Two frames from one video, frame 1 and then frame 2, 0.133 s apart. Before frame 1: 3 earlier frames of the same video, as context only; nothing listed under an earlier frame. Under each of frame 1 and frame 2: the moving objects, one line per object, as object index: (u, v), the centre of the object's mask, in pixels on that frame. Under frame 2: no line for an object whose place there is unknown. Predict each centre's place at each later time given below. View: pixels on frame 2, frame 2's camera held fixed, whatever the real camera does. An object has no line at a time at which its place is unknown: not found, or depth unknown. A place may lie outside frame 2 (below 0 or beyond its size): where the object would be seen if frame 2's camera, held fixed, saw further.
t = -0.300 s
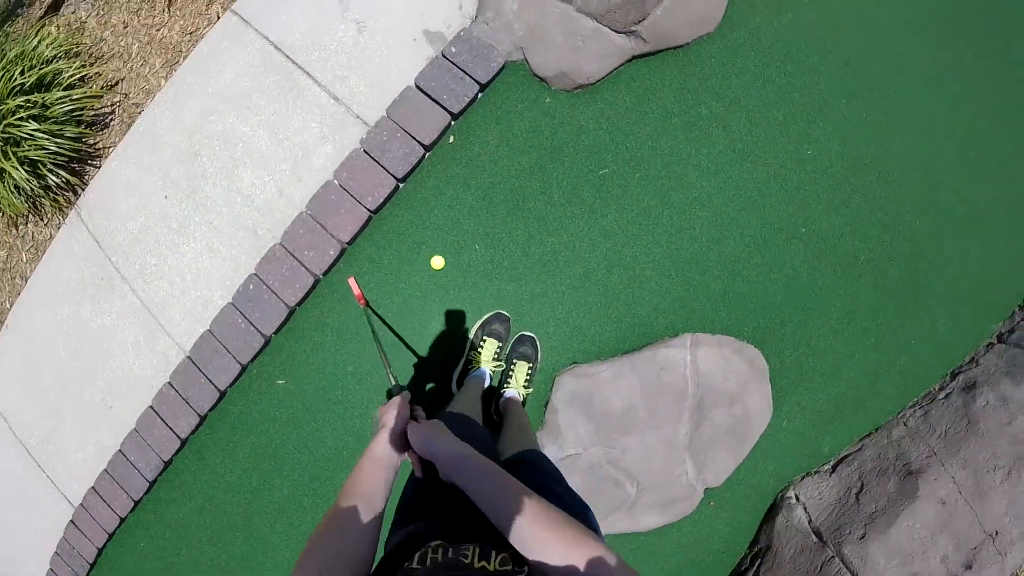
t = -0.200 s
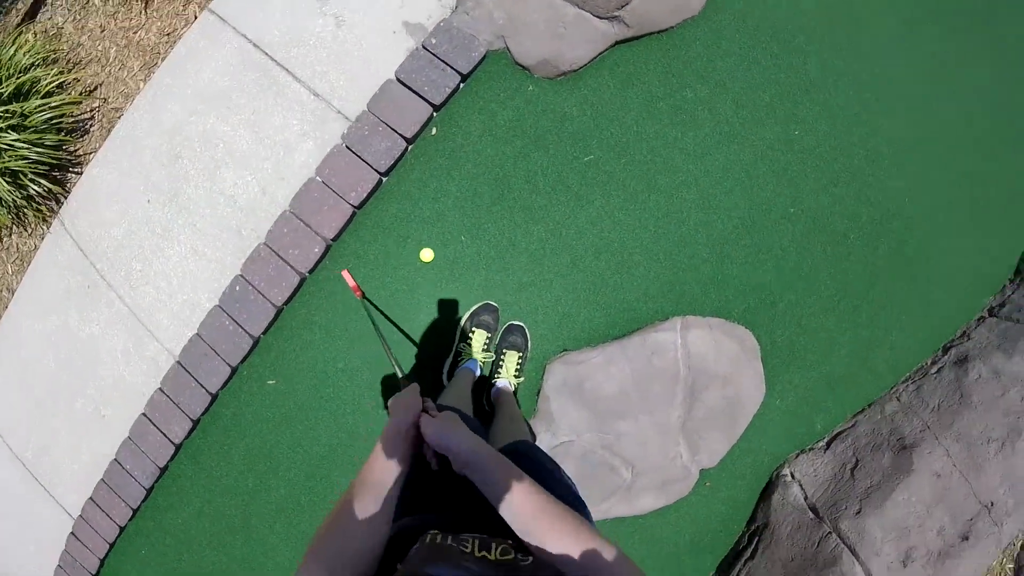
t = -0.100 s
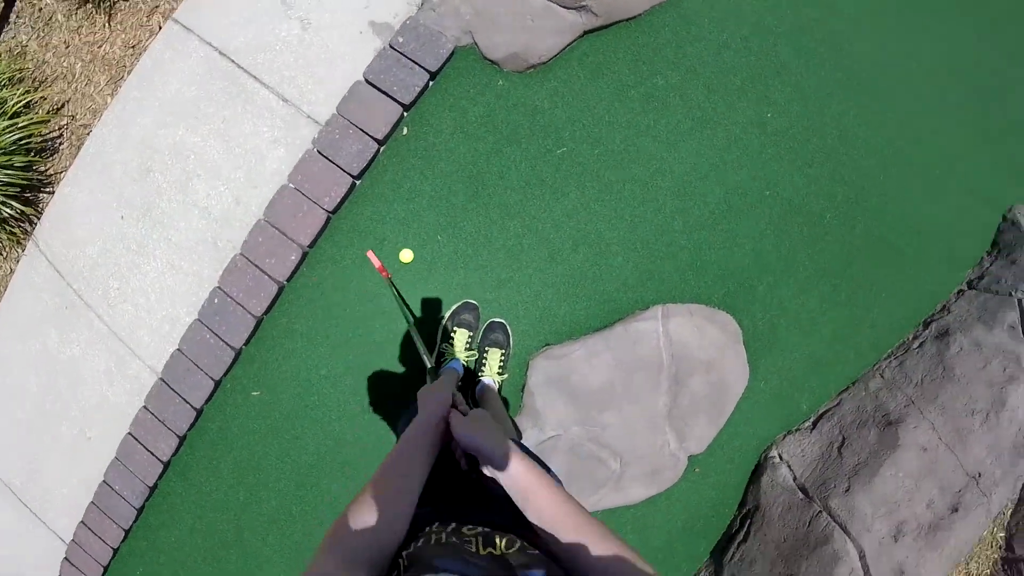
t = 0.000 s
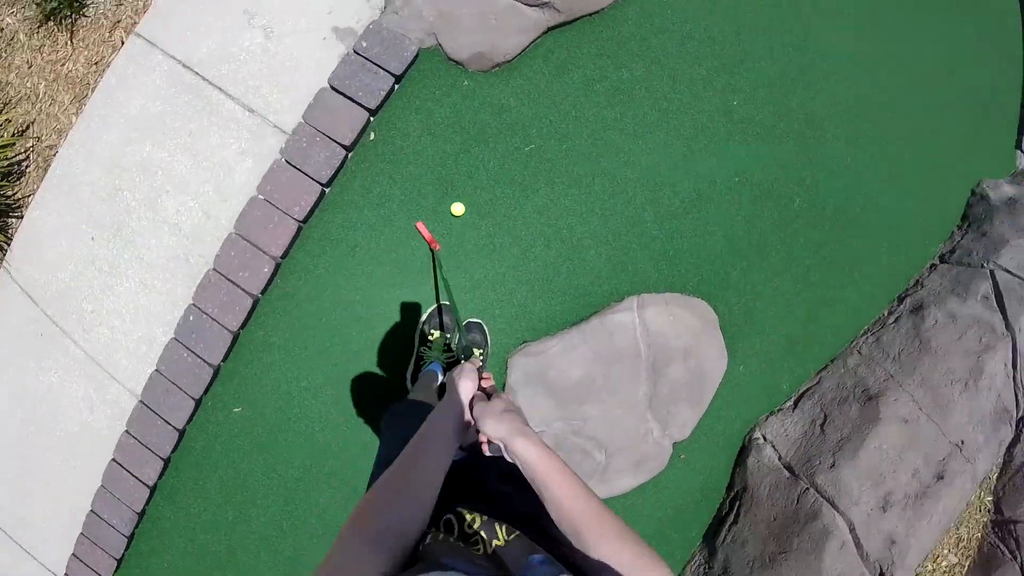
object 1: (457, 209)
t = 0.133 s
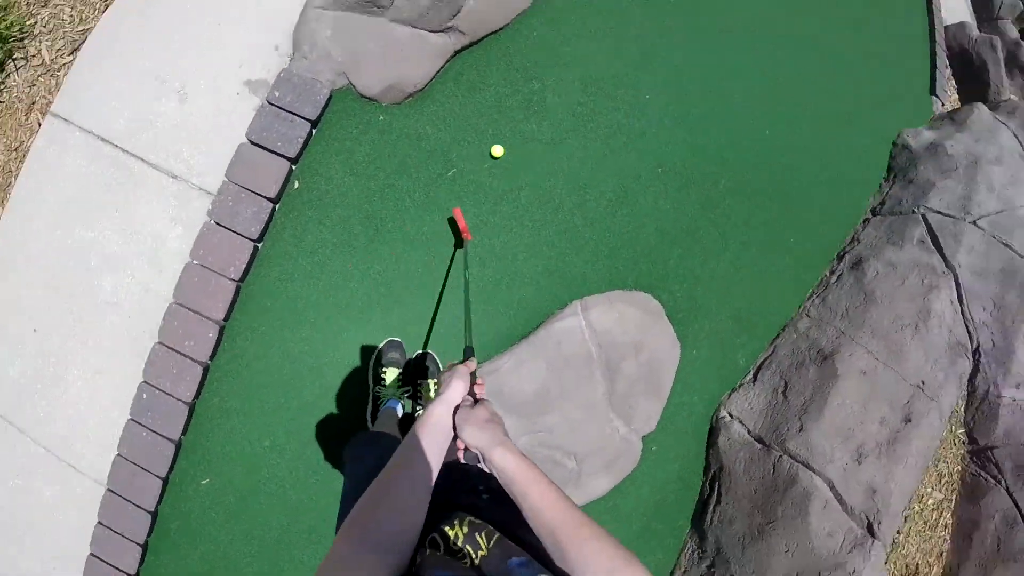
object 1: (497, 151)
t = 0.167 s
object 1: (519, 133)
